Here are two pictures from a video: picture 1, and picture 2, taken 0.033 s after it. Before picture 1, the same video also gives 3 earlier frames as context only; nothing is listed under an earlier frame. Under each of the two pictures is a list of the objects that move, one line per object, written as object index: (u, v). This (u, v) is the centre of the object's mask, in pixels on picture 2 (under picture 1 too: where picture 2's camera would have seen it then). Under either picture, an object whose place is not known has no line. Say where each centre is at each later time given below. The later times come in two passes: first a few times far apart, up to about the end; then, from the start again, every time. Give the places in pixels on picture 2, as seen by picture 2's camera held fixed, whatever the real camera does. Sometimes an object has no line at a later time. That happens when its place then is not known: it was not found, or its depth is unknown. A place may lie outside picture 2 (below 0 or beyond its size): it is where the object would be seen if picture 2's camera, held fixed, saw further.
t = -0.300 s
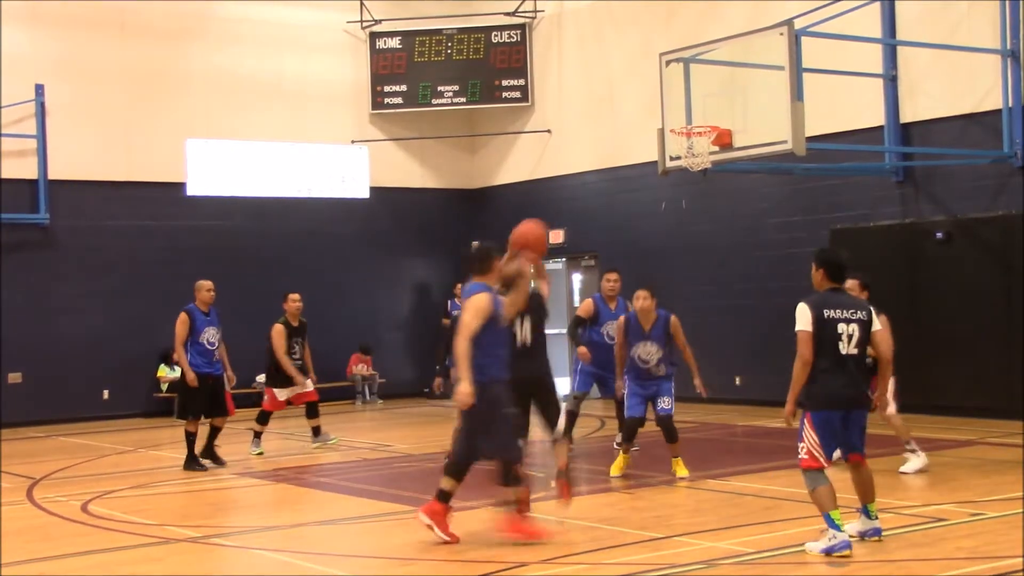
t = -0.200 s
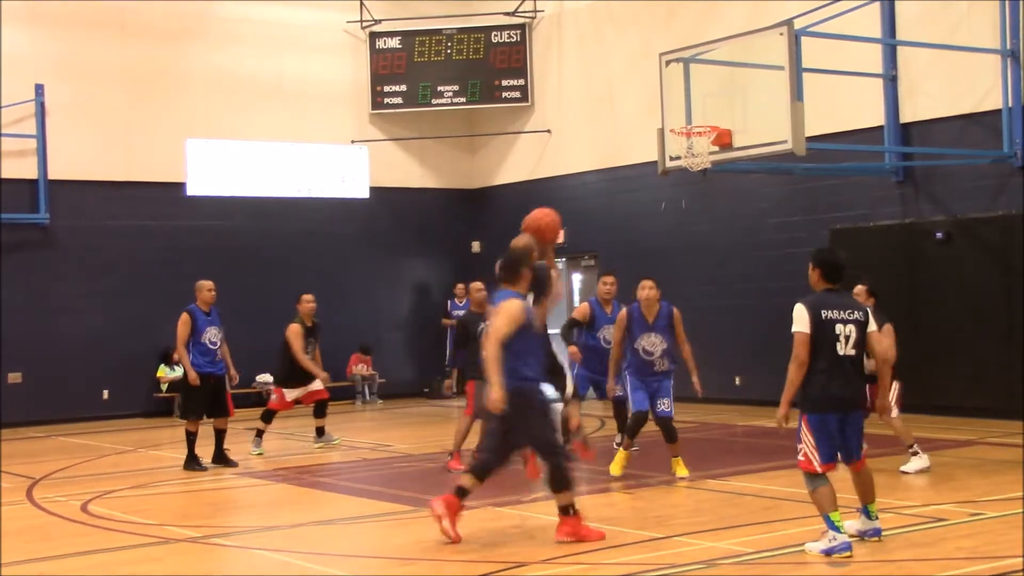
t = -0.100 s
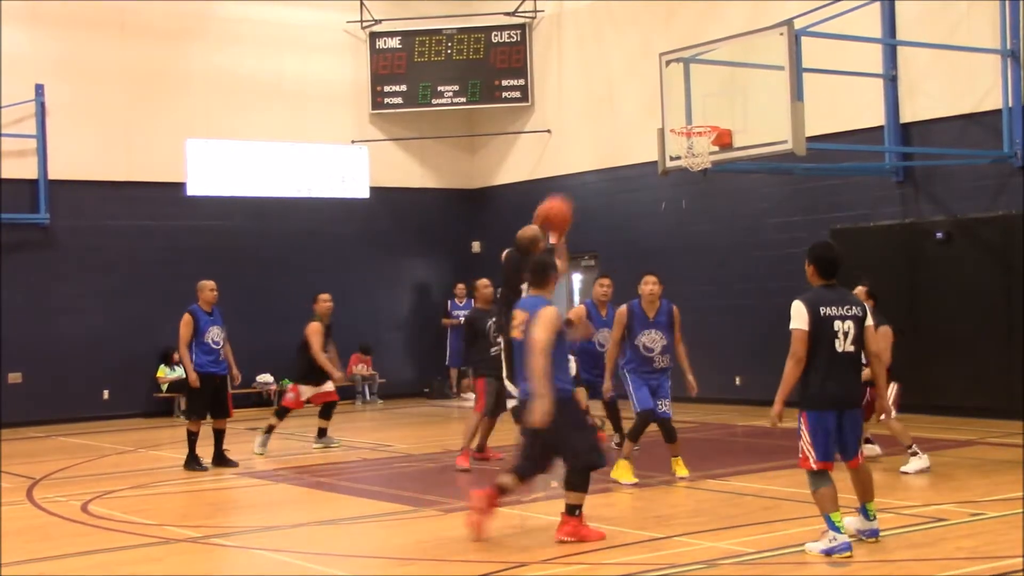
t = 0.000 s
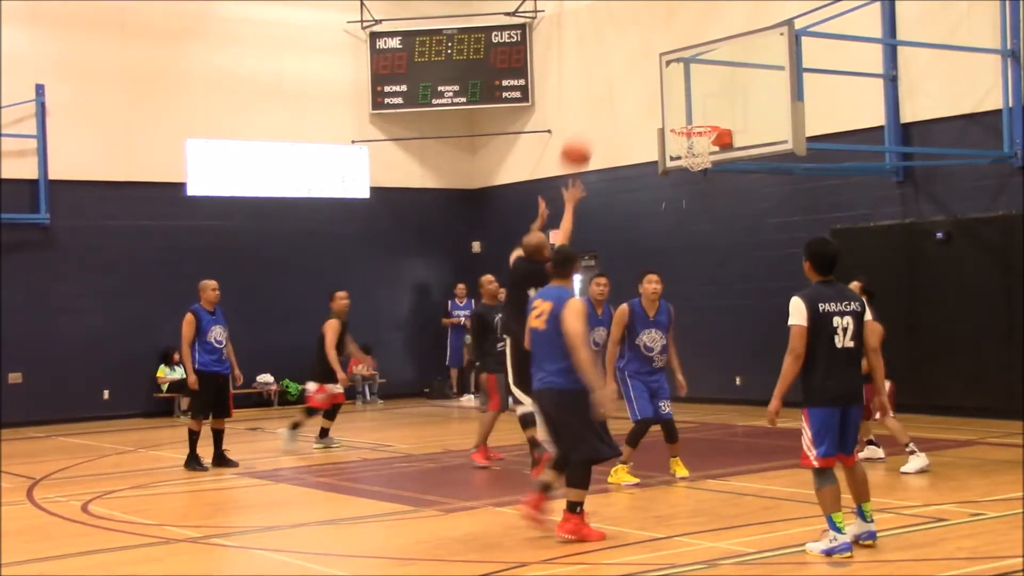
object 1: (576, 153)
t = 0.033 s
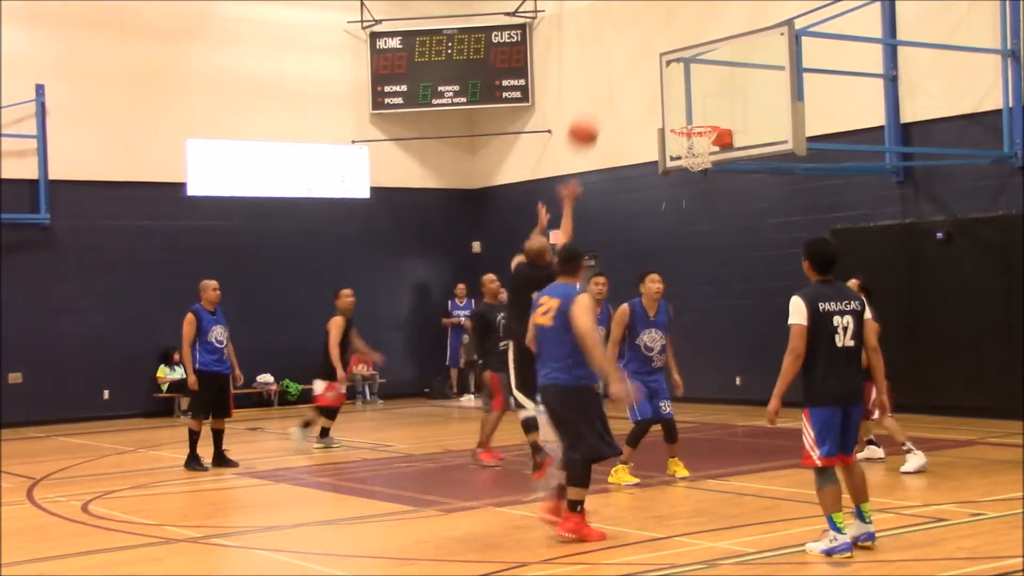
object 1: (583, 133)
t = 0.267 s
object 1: (626, 39)
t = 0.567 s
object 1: (673, 27)
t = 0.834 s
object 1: (710, 96)
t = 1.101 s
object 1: (725, 68)
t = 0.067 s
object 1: (589, 114)
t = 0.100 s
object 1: (596, 97)
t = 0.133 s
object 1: (602, 81)
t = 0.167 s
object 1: (608, 68)
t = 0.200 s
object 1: (614, 56)
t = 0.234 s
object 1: (620, 47)
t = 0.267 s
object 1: (626, 39)
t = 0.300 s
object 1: (632, 32)
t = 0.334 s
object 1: (637, 27)
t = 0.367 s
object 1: (643, 23)
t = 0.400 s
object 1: (648, 21)
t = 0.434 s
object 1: (653, 20)
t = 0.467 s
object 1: (658, 20)
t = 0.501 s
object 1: (663, 21)
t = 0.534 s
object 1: (668, 24)
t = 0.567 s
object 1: (673, 27)
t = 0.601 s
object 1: (678, 32)
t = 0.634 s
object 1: (683, 39)
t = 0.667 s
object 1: (687, 45)
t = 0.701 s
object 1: (692, 53)
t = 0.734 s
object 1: (696, 62)
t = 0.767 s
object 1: (701, 72)
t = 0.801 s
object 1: (706, 84)
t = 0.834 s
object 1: (710, 96)
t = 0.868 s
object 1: (714, 108)
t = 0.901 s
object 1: (719, 111)
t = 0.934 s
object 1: (725, 101)
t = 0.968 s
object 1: (731, 93)
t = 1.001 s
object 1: (735, 86)
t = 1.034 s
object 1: (732, 78)
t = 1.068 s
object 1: (728, 72)
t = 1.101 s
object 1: (725, 68)
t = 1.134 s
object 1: (722, 64)
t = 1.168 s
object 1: (719, 61)
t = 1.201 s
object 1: (716, 60)
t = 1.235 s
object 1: (712, 59)
